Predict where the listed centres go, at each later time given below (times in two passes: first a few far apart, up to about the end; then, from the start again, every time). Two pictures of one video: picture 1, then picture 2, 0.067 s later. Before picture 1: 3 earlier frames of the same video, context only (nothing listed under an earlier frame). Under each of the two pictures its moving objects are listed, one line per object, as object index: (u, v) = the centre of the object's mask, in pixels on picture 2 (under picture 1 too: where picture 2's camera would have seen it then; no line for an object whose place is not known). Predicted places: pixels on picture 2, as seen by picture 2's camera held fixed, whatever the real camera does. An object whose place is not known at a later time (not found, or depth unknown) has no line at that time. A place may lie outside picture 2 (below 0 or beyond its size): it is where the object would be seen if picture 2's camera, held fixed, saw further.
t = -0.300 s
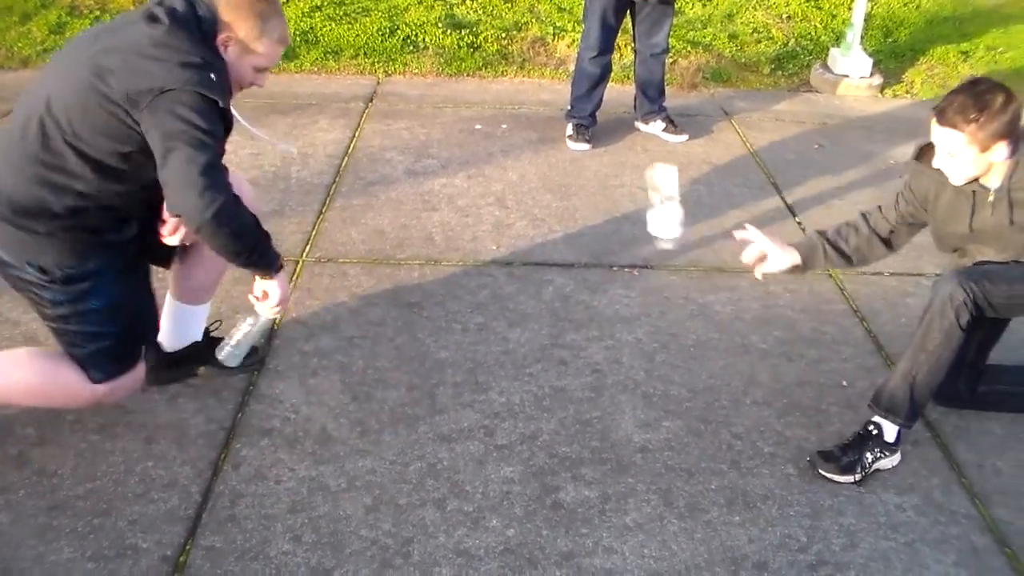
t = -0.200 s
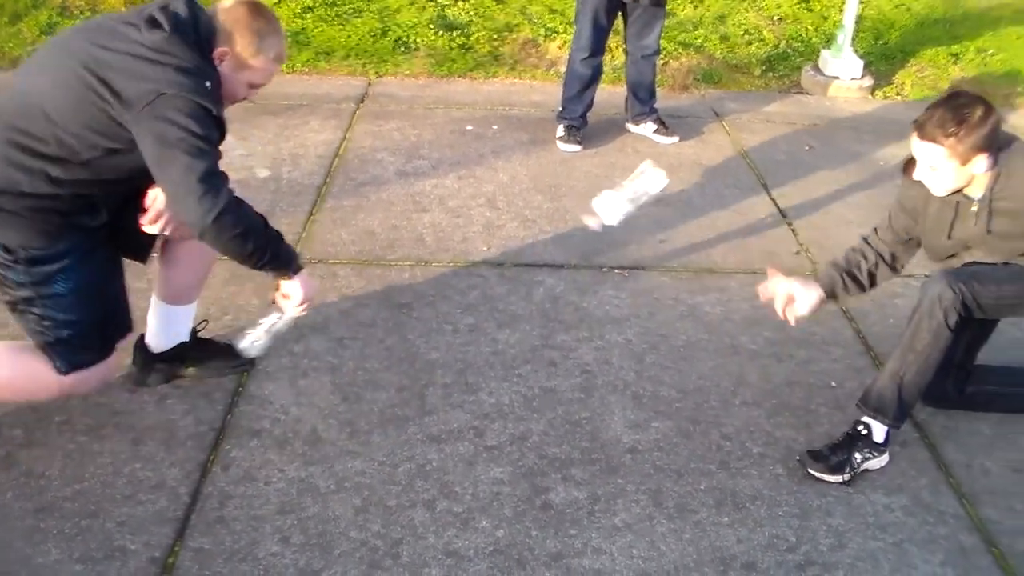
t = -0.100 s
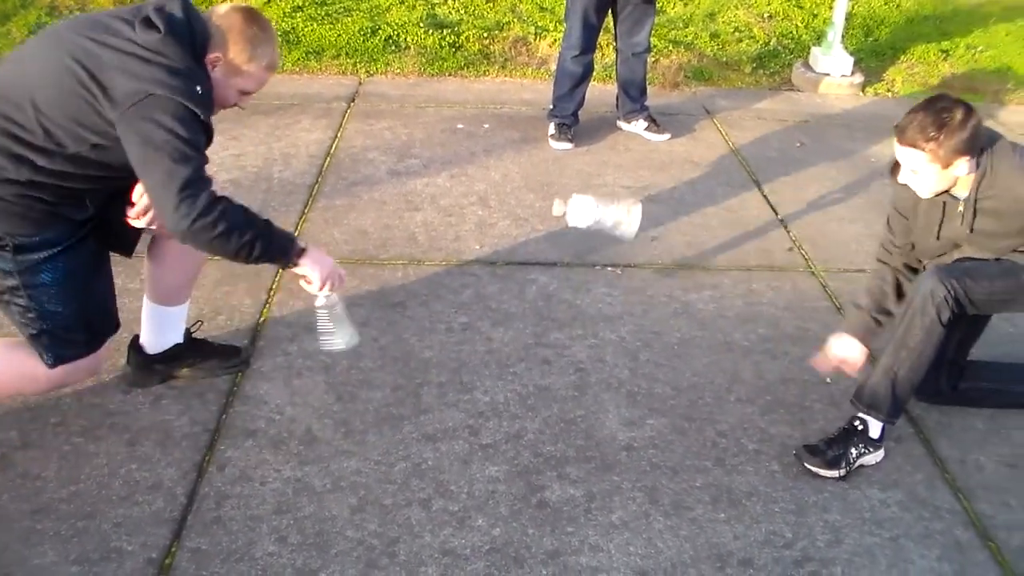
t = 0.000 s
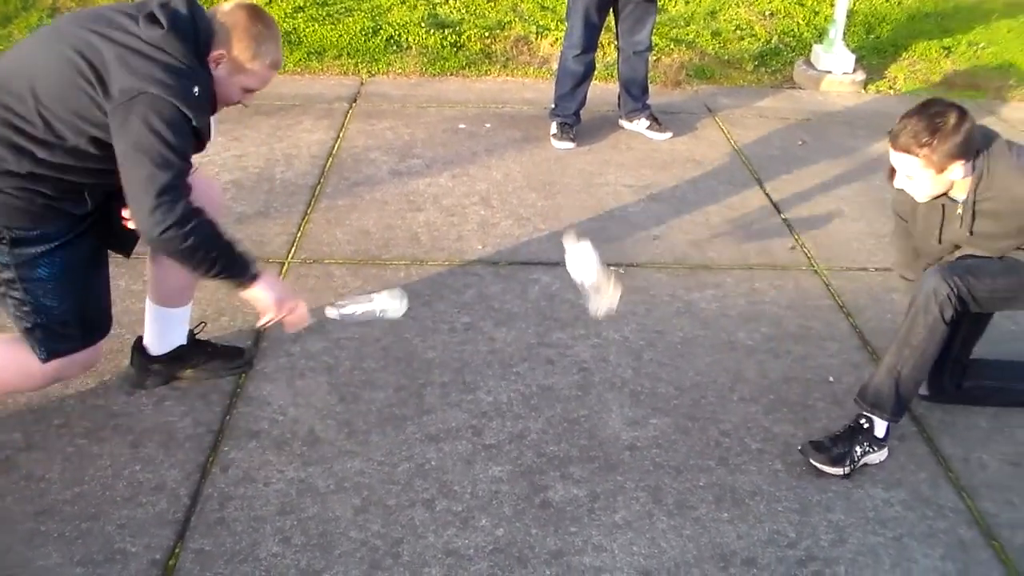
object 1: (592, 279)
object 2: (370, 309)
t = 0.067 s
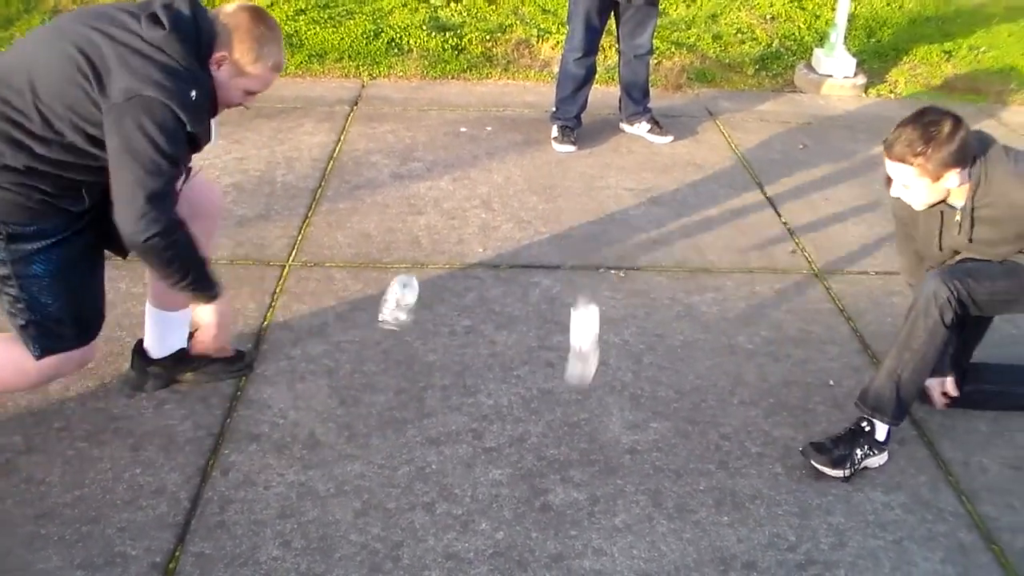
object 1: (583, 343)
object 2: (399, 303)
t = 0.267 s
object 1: (547, 375)
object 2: (455, 349)
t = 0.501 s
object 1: (537, 375)
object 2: (483, 430)
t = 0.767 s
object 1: (538, 374)
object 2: (493, 424)
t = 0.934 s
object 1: (538, 374)
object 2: (496, 419)
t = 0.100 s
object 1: (578, 373)
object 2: (412, 302)
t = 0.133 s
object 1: (569, 375)
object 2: (422, 304)
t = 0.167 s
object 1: (563, 374)
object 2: (432, 310)
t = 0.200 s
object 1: (557, 375)
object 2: (440, 319)
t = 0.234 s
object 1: (553, 375)
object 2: (448, 332)
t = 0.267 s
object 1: (547, 375)
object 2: (455, 349)
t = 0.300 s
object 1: (543, 375)
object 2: (461, 369)
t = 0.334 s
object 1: (540, 374)
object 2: (466, 394)
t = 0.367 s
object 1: (538, 375)
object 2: (473, 422)
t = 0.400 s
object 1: (537, 374)
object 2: (474, 430)
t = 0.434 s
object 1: (537, 374)
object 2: (477, 431)
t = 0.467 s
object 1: (537, 375)
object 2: (480, 430)
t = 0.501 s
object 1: (537, 375)
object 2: (483, 430)
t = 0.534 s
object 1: (537, 375)
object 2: (487, 430)
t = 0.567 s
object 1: (537, 374)
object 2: (489, 428)
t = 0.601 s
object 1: (537, 374)
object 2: (490, 427)
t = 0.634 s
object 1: (537, 374)
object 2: (491, 426)
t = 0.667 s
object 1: (538, 374)
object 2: (491, 426)
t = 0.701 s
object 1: (538, 374)
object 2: (492, 425)
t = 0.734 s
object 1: (538, 374)
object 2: (492, 425)
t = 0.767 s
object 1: (538, 374)
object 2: (493, 424)
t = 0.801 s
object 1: (538, 374)
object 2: (494, 423)
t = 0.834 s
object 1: (538, 374)
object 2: (494, 422)
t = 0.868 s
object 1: (538, 374)
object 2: (496, 421)
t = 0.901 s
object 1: (538, 374)
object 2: (496, 420)
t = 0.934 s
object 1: (538, 374)
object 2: (496, 419)
